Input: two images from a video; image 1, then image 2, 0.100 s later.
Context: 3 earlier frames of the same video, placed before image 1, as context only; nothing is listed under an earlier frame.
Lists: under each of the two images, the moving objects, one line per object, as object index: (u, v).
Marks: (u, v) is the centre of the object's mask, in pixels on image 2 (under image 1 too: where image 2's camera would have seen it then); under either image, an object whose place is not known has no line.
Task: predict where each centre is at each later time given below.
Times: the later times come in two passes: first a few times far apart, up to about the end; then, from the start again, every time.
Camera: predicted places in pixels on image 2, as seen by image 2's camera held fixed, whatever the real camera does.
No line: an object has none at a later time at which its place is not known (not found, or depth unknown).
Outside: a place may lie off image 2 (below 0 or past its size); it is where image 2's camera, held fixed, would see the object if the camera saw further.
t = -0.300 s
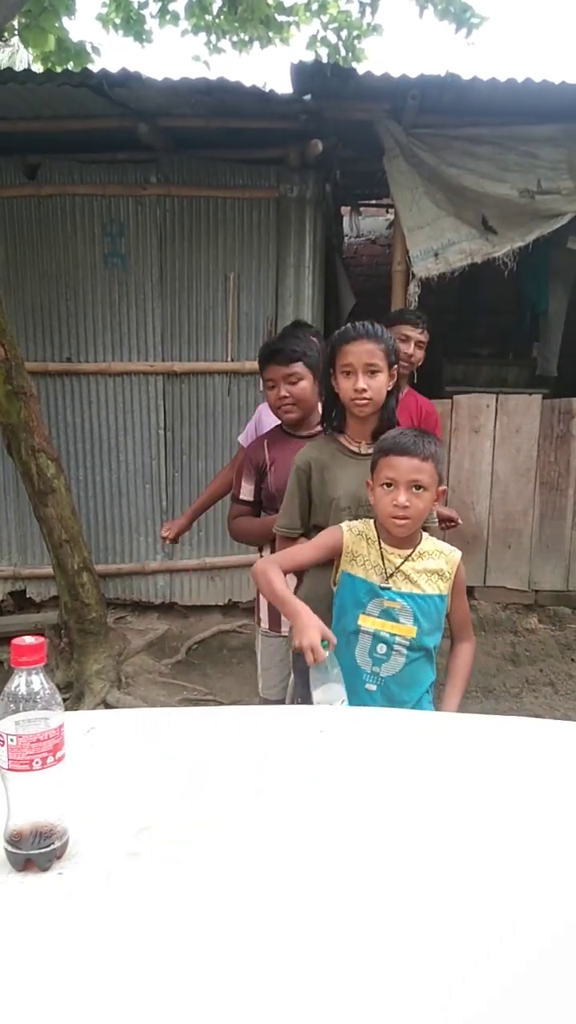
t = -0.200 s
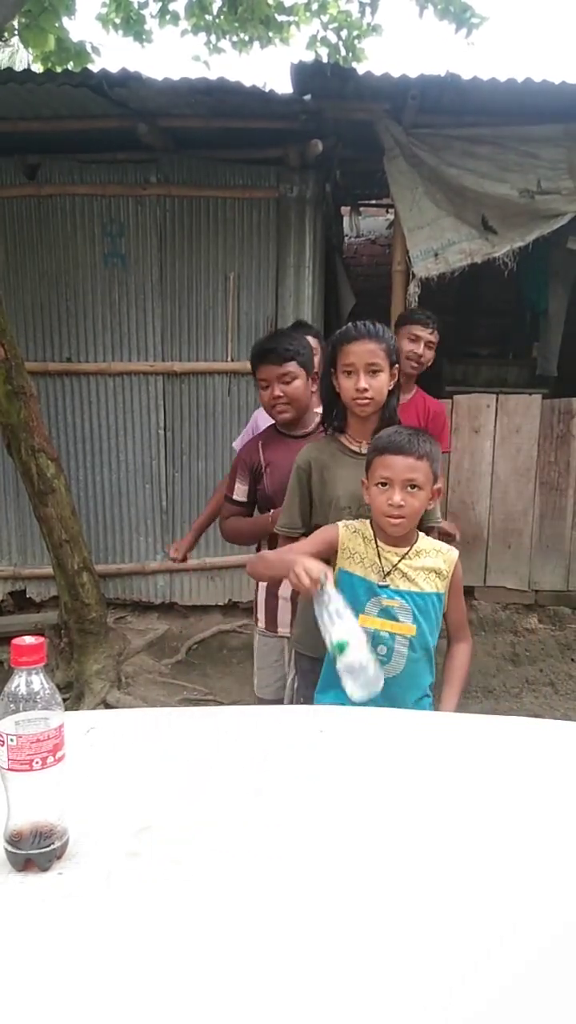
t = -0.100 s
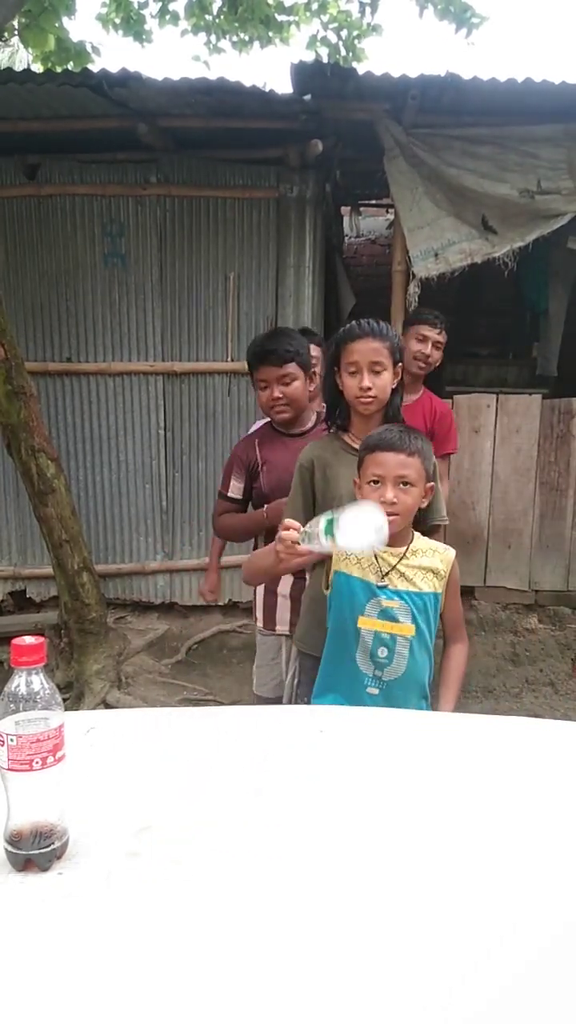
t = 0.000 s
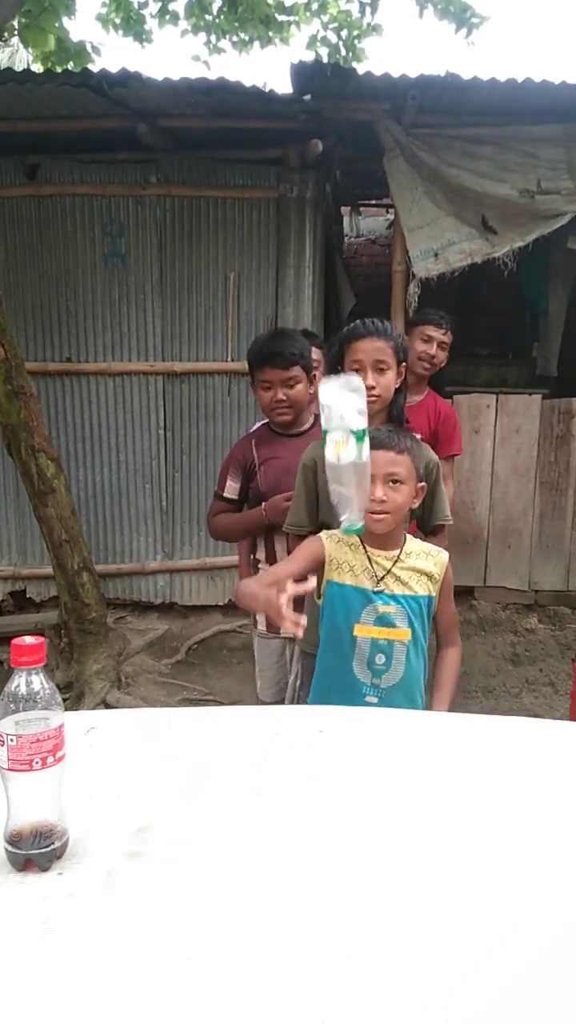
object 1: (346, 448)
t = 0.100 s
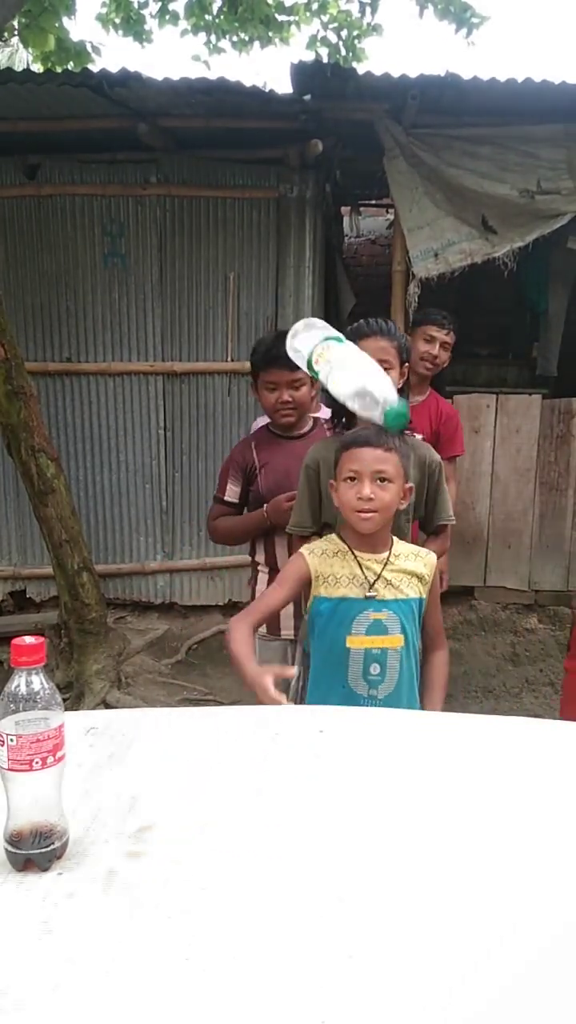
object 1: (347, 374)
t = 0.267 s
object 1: (301, 413)
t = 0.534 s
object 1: (202, 857)
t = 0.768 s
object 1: (140, 859)
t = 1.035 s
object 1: (81, 857)
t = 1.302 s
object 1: (87, 860)
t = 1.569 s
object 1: (81, 864)
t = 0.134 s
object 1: (341, 357)
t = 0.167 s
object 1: (332, 352)
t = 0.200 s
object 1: (321, 359)
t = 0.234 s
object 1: (311, 379)
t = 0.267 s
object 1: (301, 413)
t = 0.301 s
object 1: (290, 459)
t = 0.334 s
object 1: (280, 517)
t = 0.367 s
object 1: (269, 587)
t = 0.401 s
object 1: (260, 651)
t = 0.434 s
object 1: (247, 736)
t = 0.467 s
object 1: (233, 761)
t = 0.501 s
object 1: (212, 810)
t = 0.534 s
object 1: (202, 857)
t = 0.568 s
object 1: (192, 857)
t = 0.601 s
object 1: (179, 865)
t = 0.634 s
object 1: (167, 868)
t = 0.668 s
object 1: (158, 863)
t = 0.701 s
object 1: (153, 859)
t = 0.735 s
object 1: (147, 859)
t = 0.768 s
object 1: (140, 859)
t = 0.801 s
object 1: (136, 858)
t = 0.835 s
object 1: (127, 859)
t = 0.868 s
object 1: (116, 857)
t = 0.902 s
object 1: (105, 858)
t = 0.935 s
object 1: (100, 857)
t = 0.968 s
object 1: (92, 856)
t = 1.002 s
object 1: (84, 857)
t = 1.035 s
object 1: (81, 857)
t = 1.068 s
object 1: (79, 858)
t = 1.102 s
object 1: (77, 857)
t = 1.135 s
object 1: (75, 858)
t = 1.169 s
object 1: (77, 857)
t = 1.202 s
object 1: (78, 857)
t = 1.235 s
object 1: (79, 858)
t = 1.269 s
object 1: (83, 858)
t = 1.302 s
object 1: (87, 860)
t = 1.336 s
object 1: (90, 859)
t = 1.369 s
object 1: (88, 859)
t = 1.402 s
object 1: (87, 859)
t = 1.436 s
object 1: (87, 858)
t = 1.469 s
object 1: (87, 859)
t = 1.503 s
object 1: (86, 862)
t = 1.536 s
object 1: (84, 863)
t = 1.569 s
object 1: (81, 864)
